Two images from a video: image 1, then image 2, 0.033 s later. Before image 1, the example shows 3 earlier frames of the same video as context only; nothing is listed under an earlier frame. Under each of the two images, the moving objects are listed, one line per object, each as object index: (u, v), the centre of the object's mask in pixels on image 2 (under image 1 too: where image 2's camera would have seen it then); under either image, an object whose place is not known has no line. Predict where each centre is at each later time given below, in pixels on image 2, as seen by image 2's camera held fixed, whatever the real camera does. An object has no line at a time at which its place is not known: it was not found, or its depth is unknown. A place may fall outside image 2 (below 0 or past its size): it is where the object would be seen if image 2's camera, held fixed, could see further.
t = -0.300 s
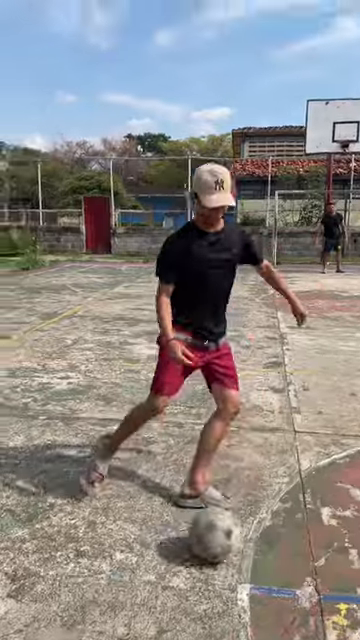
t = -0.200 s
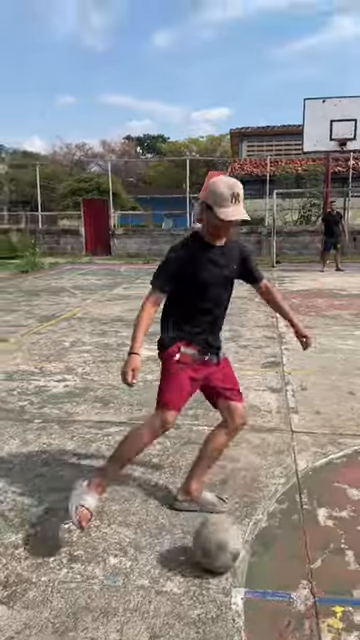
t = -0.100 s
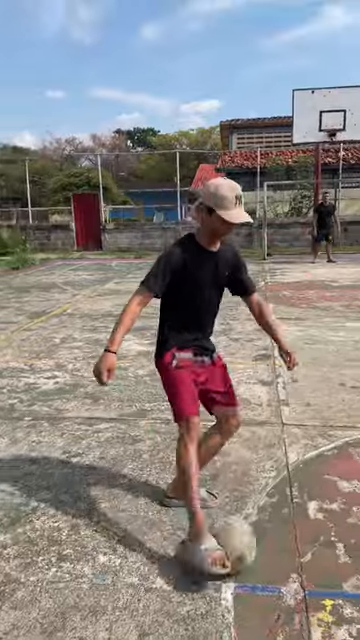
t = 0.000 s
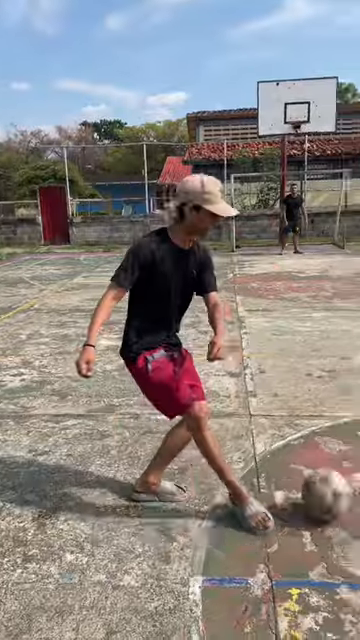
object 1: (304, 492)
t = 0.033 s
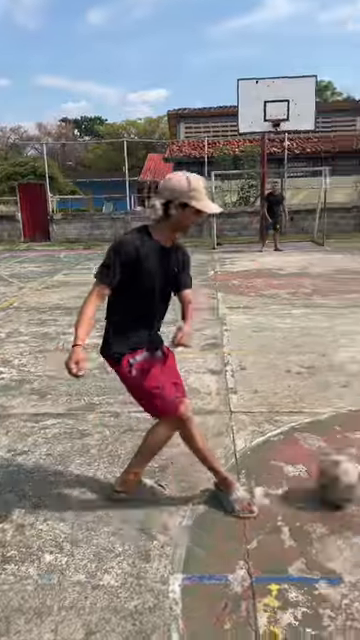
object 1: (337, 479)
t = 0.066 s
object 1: (369, 471)
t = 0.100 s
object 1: (402, 463)
